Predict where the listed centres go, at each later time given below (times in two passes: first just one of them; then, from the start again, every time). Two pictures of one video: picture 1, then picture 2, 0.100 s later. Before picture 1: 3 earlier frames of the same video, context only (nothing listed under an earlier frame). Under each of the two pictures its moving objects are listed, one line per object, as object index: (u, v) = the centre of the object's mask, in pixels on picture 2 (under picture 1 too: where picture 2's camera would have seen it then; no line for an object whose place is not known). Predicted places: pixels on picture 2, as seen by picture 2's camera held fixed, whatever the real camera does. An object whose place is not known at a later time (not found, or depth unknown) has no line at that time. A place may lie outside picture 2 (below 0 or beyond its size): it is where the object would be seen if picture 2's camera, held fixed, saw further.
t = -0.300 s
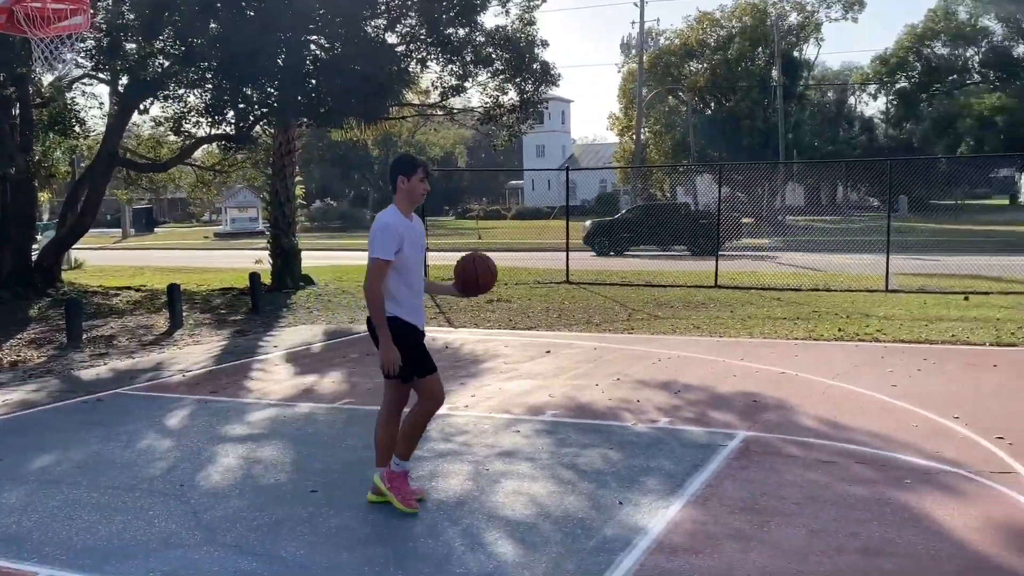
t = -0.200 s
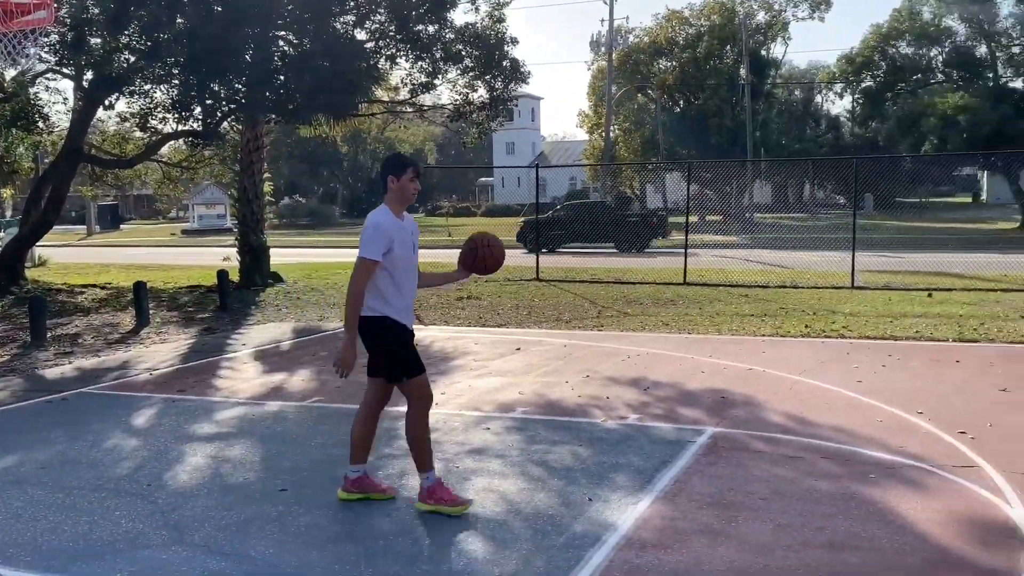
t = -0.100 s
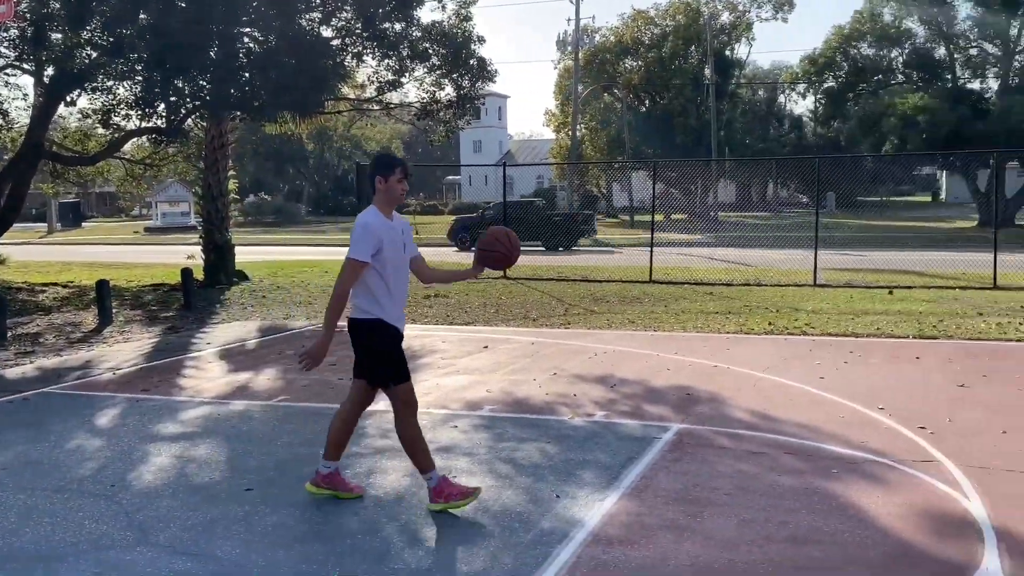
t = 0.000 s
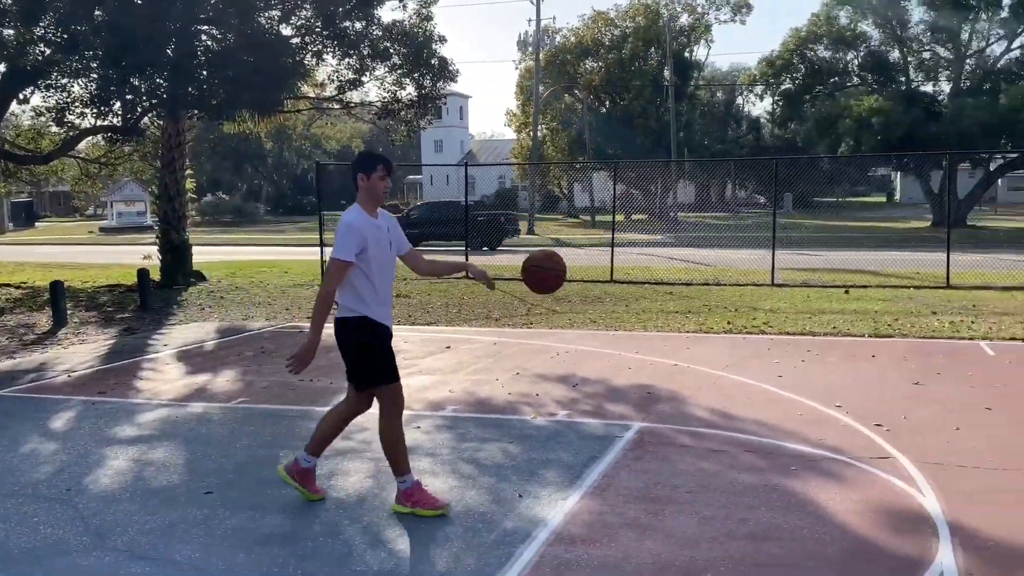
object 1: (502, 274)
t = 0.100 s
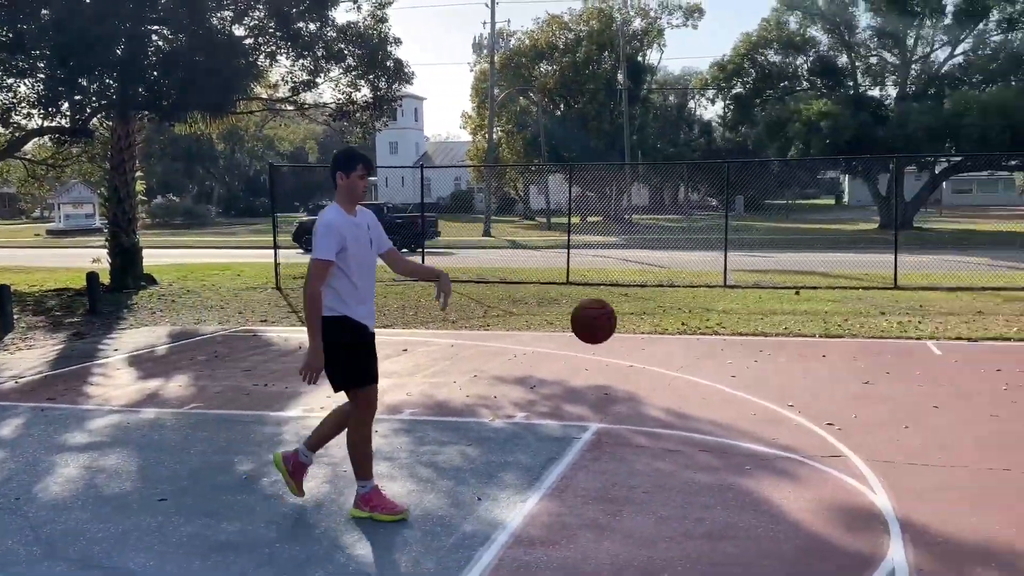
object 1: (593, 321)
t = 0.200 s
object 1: (689, 388)
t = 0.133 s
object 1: (625, 341)
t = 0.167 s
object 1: (657, 363)
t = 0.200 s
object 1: (689, 388)
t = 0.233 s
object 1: (721, 416)
